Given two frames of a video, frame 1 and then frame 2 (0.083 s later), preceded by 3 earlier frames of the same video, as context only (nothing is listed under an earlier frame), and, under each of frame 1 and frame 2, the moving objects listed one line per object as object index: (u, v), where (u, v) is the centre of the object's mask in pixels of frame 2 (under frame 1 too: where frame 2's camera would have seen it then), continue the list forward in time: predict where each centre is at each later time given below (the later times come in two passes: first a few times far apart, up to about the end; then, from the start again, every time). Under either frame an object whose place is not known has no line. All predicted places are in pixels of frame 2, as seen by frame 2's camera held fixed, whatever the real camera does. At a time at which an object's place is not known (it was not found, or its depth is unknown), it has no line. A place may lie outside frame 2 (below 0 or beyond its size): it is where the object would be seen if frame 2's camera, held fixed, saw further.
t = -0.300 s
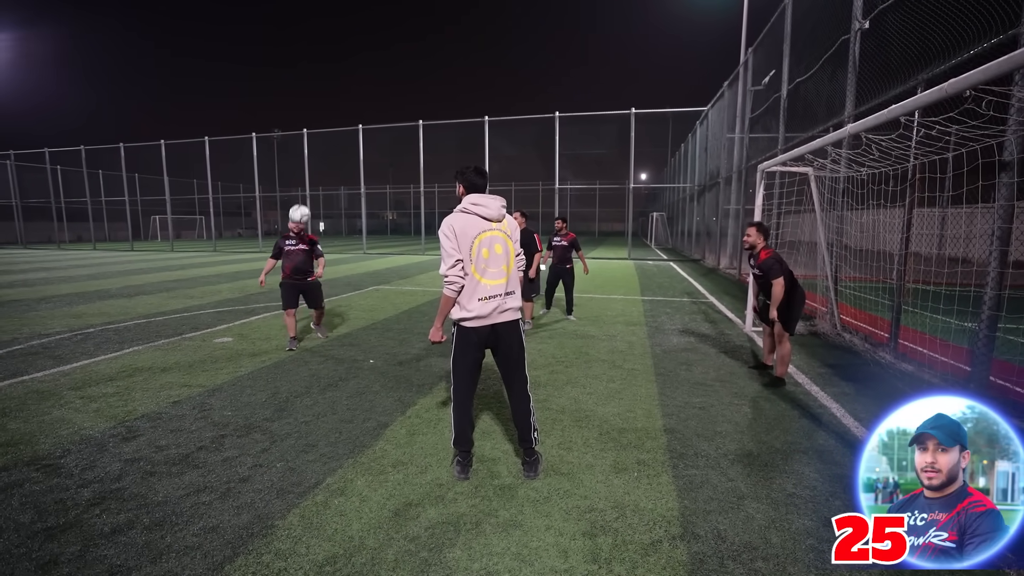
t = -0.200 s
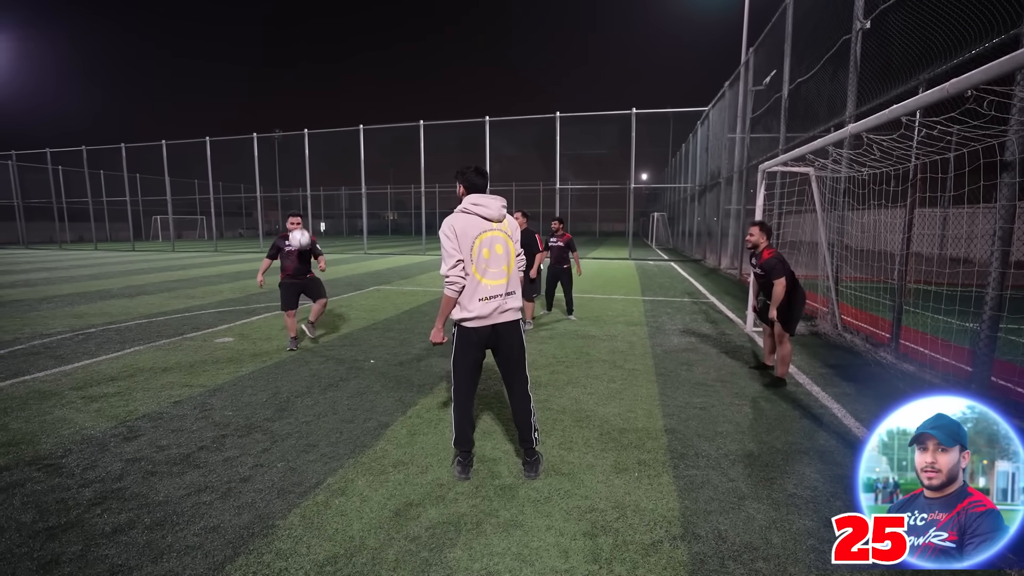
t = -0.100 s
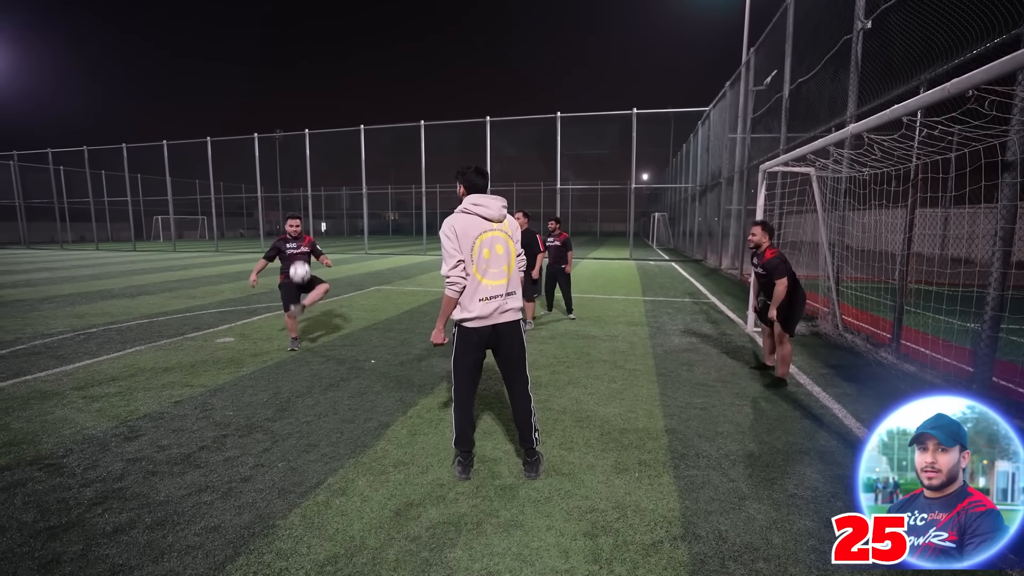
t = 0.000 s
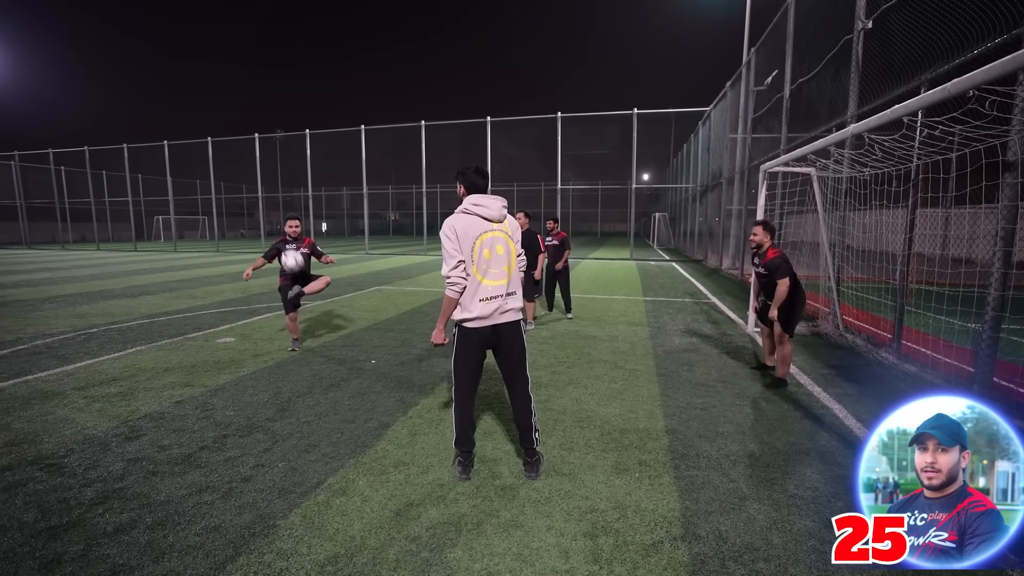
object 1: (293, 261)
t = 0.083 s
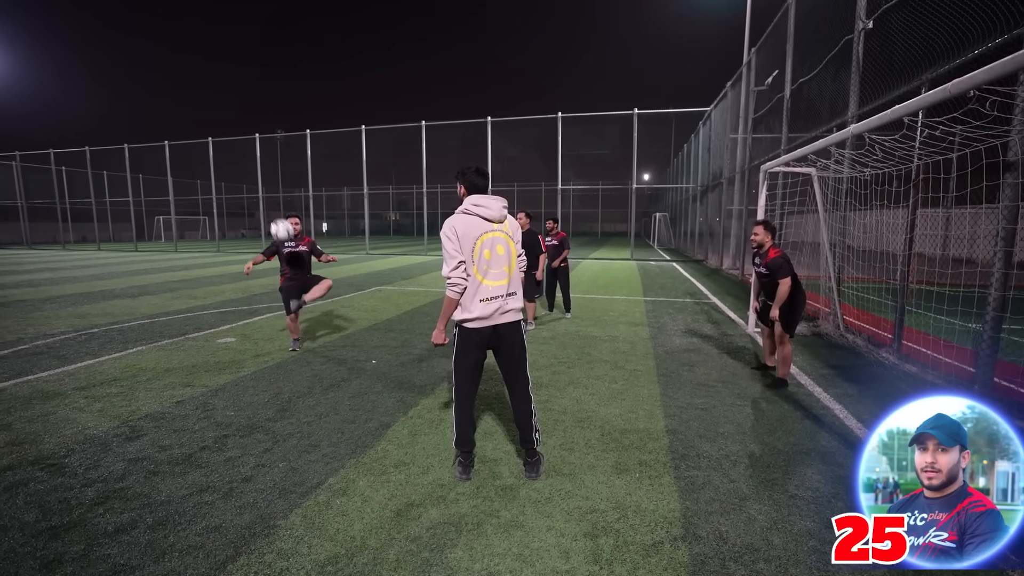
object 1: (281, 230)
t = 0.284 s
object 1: (254, 176)
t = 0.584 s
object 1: (206, 165)
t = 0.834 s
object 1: (161, 242)
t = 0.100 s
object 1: (279, 224)
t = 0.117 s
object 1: (277, 219)
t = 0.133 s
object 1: (275, 213)
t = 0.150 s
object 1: (273, 208)
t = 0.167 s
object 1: (270, 203)
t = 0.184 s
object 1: (268, 199)
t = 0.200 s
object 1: (266, 194)
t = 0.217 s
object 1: (263, 190)
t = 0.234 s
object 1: (261, 186)
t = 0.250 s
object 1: (259, 183)
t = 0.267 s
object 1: (256, 179)
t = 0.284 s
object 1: (254, 176)
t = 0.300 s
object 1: (251, 173)
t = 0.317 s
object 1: (248, 170)
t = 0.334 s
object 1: (246, 168)
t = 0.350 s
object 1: (243, 165)
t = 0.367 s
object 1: (241, 164)
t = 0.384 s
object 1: (238, 162)
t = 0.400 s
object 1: (236, 161)
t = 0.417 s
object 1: (233, 160)
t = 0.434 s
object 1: (230, 159)
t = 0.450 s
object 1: (228, 158)
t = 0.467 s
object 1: (225, 158)
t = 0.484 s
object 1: (222, 158)
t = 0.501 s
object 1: (220, 159)
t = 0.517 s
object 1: (217, 159)
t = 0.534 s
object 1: (214, 160)
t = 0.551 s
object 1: (211, 161)
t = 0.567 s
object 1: (208, 163)
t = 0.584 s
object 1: (206, 165)
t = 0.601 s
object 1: (203, 167)
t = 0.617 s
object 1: (200, 170)
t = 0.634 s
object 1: (197, 173)
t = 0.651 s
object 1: (194, 177)
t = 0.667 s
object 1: (191, 180)
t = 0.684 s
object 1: (189, 184)
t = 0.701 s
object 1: (186, 189)
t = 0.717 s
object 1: (183, 194)
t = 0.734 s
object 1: (180, 200)
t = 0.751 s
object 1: (177, 206)
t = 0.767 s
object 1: (174, 212)
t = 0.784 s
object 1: (171, 218)
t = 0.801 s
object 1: (168, 226)
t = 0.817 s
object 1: (165, 233)
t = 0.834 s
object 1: (161, 242)
